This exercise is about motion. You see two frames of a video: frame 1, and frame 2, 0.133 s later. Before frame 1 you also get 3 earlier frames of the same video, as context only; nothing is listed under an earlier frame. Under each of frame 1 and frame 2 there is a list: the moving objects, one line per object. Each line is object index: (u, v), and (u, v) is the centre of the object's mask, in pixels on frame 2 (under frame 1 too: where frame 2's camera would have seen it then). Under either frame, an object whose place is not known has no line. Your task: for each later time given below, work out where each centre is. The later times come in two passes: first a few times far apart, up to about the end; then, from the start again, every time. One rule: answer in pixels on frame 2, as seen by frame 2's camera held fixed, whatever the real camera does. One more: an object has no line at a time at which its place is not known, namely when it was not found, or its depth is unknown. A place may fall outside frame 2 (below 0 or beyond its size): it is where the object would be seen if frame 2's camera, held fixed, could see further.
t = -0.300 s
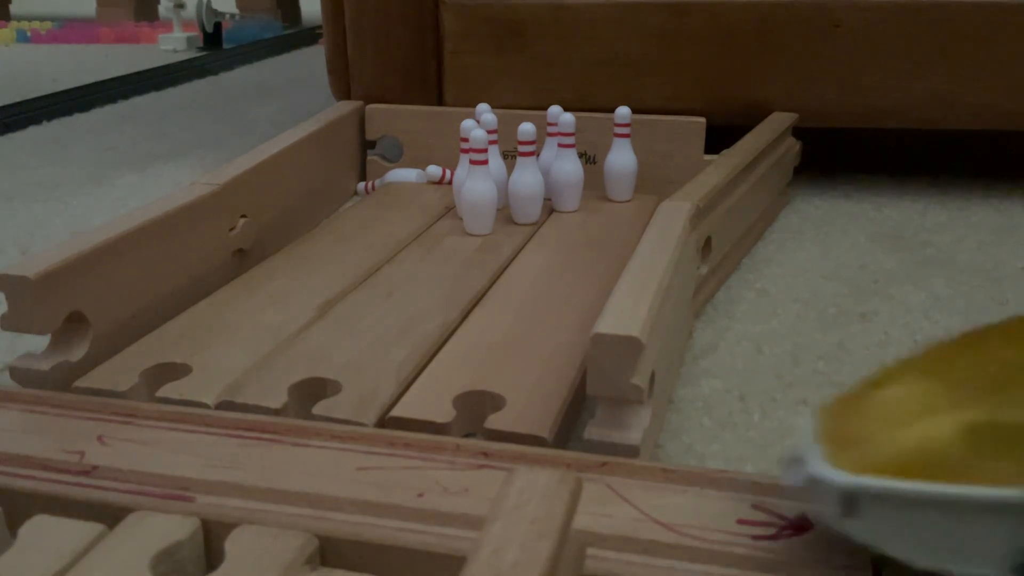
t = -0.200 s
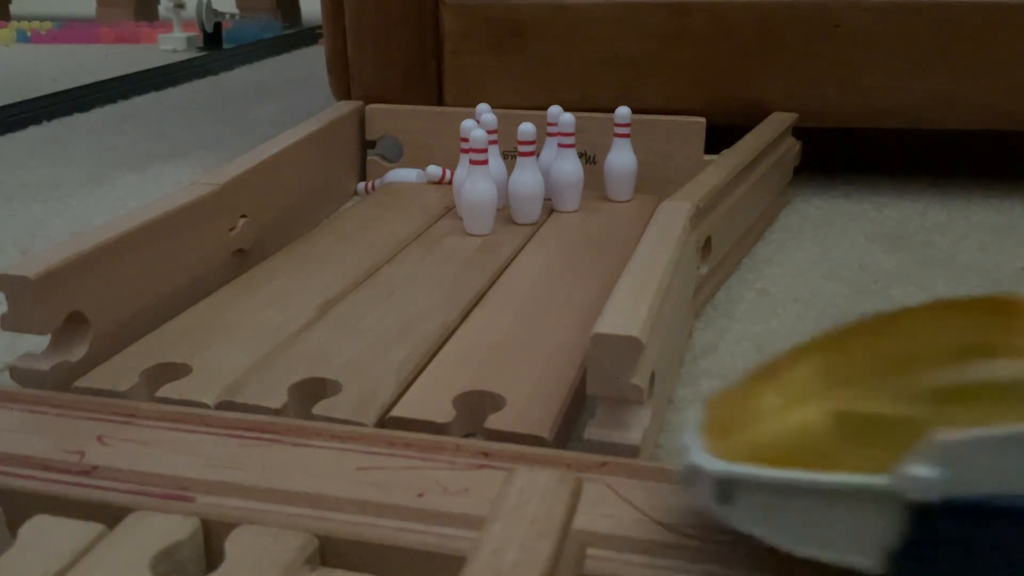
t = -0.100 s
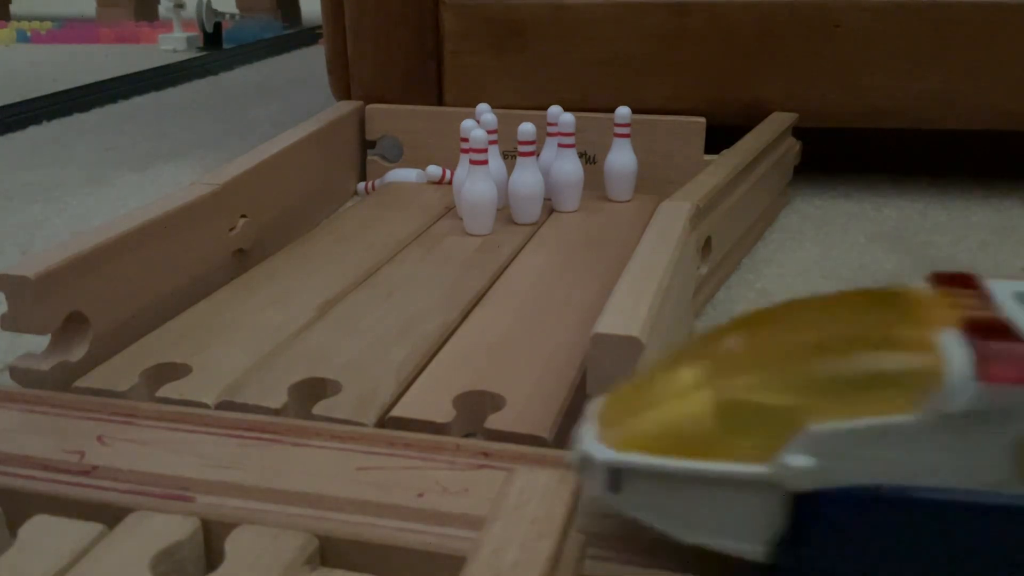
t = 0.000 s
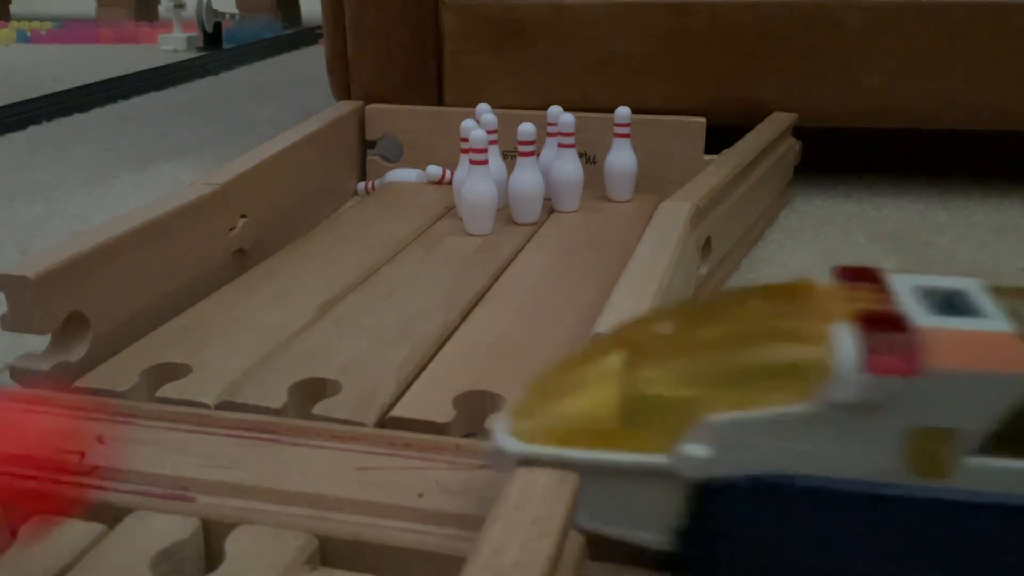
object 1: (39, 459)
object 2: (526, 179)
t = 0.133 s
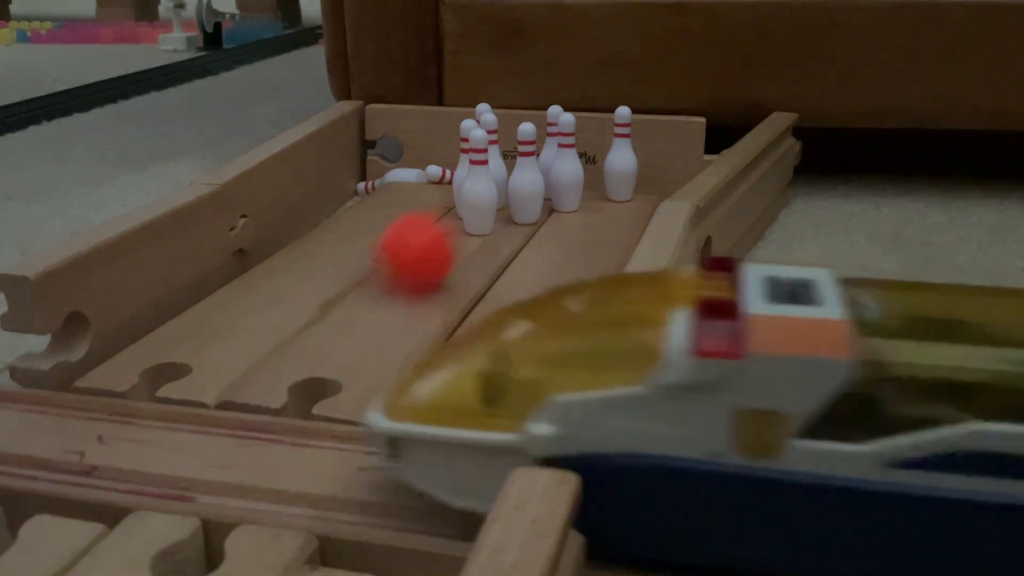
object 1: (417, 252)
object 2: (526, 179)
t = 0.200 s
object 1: (464, 211)
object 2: (539, 172)
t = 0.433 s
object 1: (436, 189)
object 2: (600, 196)
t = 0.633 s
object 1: (417, 162)
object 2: (603, 196)
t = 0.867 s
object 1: (363, 165)
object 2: (603, 196)
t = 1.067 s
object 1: (354, 170)
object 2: (603, 196)
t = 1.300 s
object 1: (357, 168)
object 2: (603, 196)
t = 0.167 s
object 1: (456, 217)
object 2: (526, 179)
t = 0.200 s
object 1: (464, 211)
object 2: (539, 172)
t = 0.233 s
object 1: (466, 206)
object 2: (564, 169)
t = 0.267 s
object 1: (463, 201)
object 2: (563, 198)
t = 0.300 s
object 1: (461, 200)
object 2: (576, 191)
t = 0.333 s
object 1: (452, 198)
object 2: (586, 196)
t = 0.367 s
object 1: (446, 197)
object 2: (592, 194)
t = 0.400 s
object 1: (441, 194)
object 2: (595, 195)
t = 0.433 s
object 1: (436, 189)
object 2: (600, 196)
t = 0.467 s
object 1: (433, 183)
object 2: (602, 197)
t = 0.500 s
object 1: (430, 178)
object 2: (603, 196)
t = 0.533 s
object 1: (427, 175)
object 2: (603, 196)
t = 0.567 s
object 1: (425, 171)
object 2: (603, 196)
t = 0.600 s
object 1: (421, 166)
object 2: (603, 196)
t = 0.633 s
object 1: (417, 162)
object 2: (603, 196)
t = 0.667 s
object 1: (411, 160)
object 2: (603, 196)
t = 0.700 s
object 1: (403, 159)
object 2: (603, 196)
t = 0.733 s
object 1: (394, 158)
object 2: (603, 196)
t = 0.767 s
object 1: (383, 157)
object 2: (603, 196)
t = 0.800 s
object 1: (376, 157)
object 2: (603, 196)
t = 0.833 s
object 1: (372, 160)
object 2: (603, 196)
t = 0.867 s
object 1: (363, 165)
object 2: (603, 196)
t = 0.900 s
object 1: (359, 168)
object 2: (603, 196)
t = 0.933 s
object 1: (358, 169)
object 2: (603, 196)
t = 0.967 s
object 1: (357, 169)
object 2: (603, 196)
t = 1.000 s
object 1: (355, 169)
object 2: (603, 196)
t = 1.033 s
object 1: (355, 170)
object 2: (603, 196)
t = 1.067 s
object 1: (354, 170)
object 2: (603, 196)
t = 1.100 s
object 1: (354, 170)
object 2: (603, 196)
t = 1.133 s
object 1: (353, 170)
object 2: (603, 196)
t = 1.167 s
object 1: (353, 170)
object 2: (603, 196)
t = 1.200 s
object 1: (354, 170)
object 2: (603, 196)
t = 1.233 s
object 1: (354, 170)
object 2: (603, 196)
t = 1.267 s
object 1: (355, 170)
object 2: (603, 196)
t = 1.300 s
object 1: (357, 168)
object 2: (603, 196)
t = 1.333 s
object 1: (359, 168)
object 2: (603, 196)
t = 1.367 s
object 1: (359, 167)
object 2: (603, 196)
